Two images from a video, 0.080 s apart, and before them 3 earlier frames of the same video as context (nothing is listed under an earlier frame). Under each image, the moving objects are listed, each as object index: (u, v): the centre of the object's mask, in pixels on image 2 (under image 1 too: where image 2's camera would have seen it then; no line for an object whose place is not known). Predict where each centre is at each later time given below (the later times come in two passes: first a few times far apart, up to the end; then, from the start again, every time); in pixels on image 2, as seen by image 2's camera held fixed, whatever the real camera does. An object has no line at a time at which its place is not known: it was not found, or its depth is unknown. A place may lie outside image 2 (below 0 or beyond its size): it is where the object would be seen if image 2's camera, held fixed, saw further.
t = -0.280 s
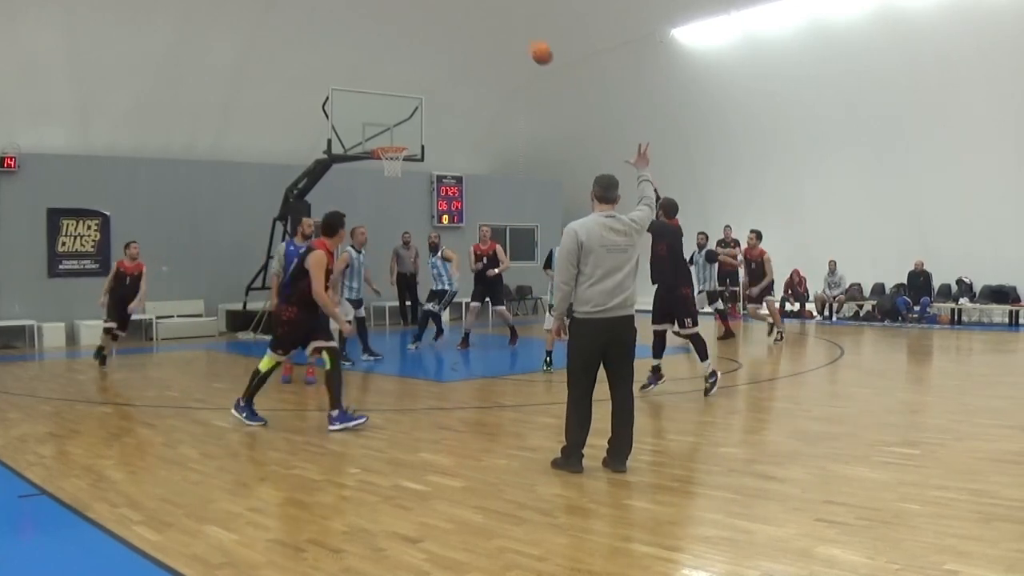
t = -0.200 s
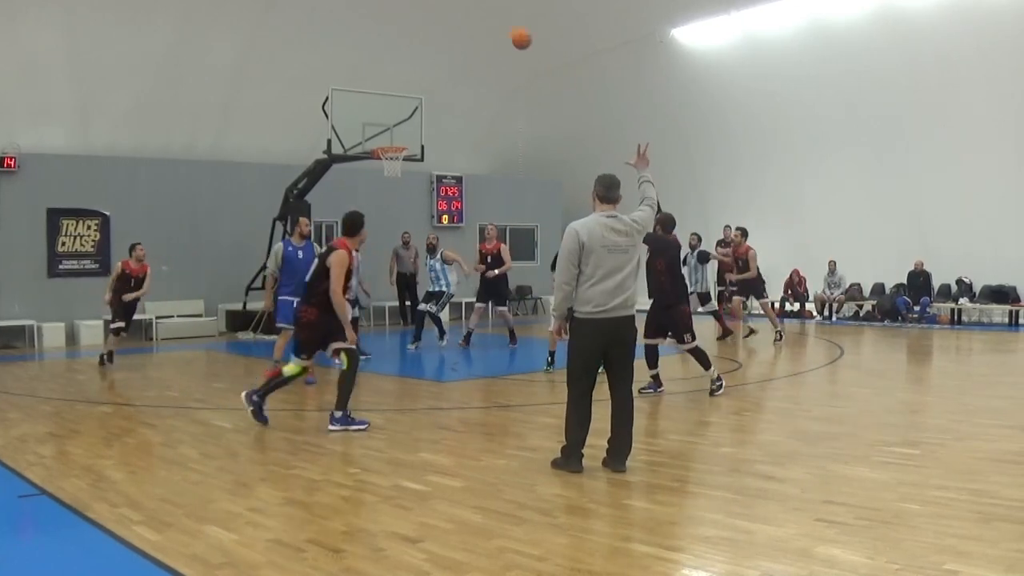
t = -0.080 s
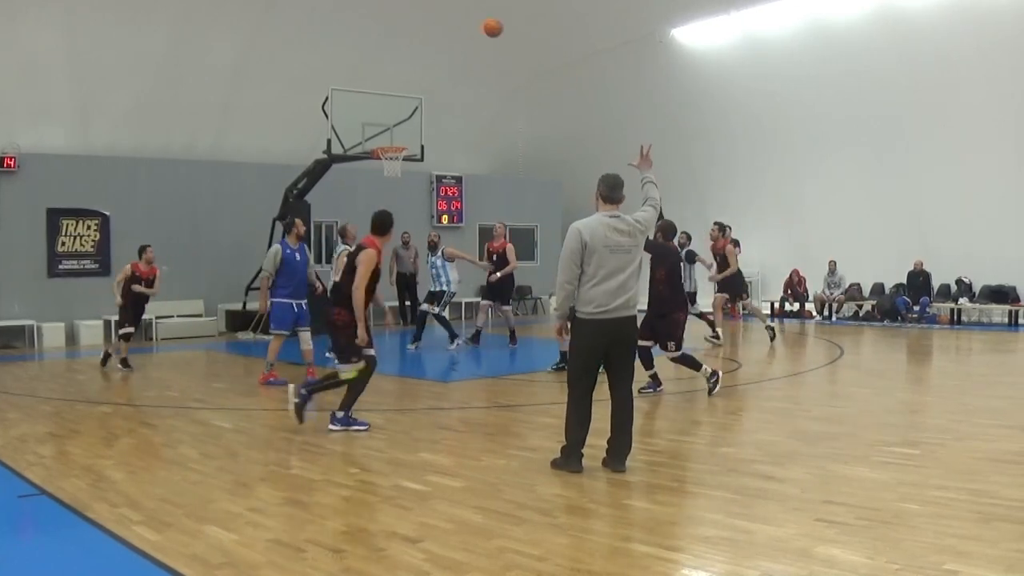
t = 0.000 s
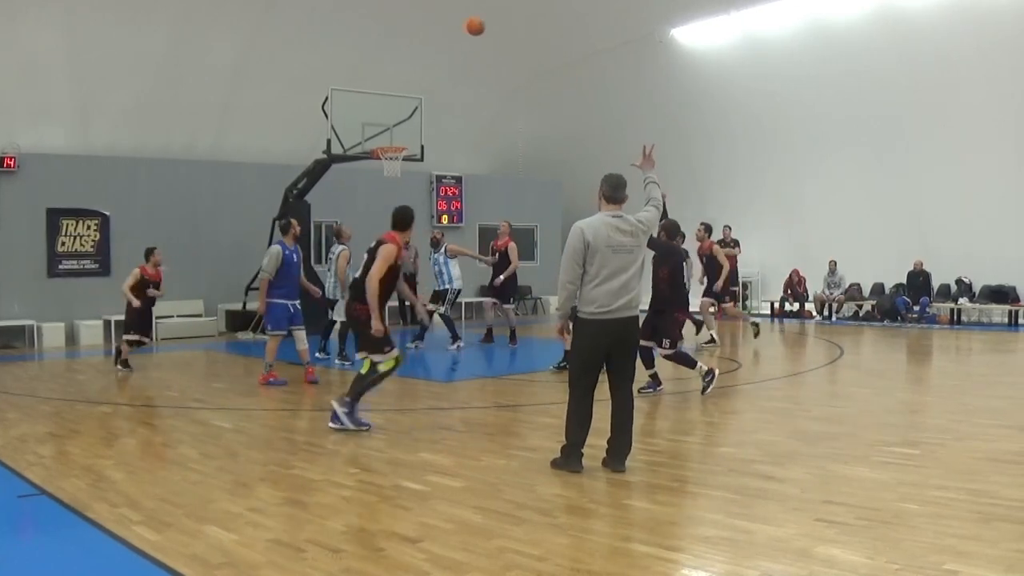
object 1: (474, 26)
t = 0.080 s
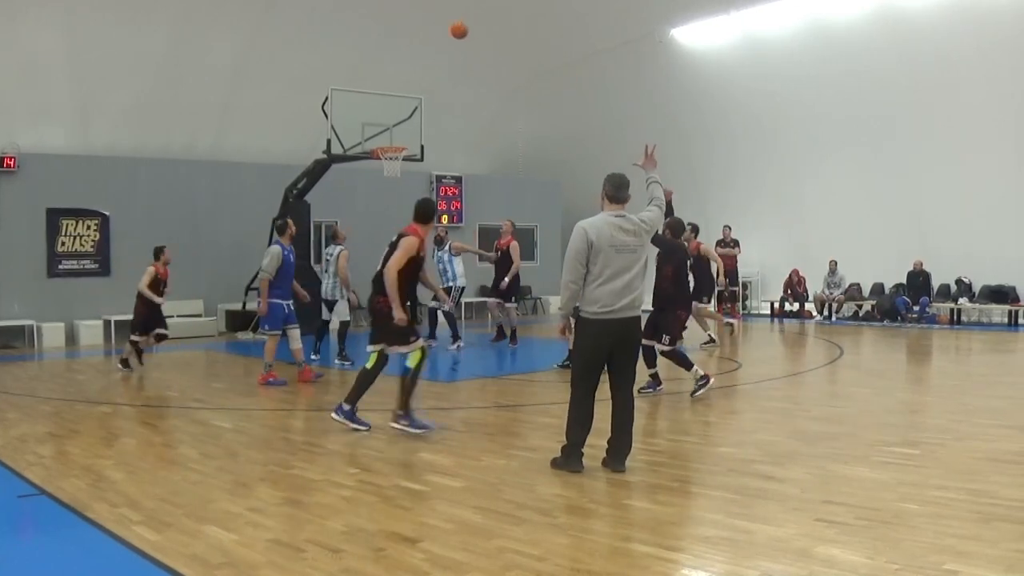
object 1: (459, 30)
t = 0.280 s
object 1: (422, 57)
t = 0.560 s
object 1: (380, 129)
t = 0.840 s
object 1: (402, 105)
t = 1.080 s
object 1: (430, 105)
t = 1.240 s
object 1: (451, 127)
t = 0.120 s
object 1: (451, 34)
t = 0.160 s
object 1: (444, 38)
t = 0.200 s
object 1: (436, 43)
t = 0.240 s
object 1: (429, 49)
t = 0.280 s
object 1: (422, 57)
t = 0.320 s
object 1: (416, 64)
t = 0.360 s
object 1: (409, 73)
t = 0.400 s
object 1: (403, 83)
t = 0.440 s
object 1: (397, 93)
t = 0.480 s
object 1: (392, 104)
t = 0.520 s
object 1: (385, 117)
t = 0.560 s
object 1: (380, 129)
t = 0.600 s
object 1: (377, 140)
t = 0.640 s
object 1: (380, 133)
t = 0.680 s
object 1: (384, 126)
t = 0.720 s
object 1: (389, 119)
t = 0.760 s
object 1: (393, 113)
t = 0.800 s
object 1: (398, 109)
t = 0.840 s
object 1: (402, 105)
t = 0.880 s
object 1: (407, 102)
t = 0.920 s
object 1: (411, 101)
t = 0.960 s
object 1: (416, 100)
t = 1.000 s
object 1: (420, 101)
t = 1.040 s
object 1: (425, 102)
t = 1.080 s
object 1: (430, 105)
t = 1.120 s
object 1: (435, 109)
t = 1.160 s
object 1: (440, 113)
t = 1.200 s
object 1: (445, 119)
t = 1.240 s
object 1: (451, 127)
